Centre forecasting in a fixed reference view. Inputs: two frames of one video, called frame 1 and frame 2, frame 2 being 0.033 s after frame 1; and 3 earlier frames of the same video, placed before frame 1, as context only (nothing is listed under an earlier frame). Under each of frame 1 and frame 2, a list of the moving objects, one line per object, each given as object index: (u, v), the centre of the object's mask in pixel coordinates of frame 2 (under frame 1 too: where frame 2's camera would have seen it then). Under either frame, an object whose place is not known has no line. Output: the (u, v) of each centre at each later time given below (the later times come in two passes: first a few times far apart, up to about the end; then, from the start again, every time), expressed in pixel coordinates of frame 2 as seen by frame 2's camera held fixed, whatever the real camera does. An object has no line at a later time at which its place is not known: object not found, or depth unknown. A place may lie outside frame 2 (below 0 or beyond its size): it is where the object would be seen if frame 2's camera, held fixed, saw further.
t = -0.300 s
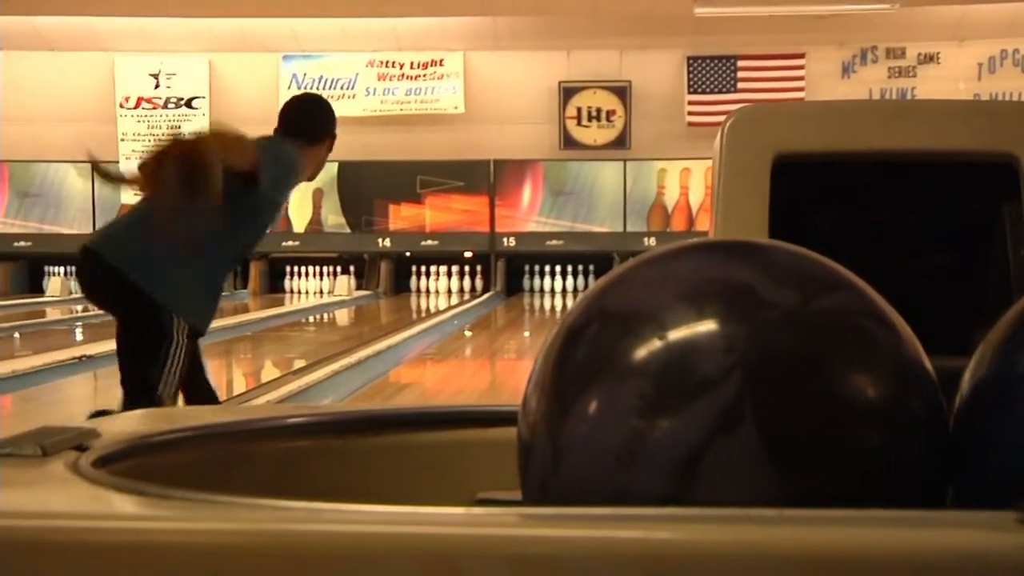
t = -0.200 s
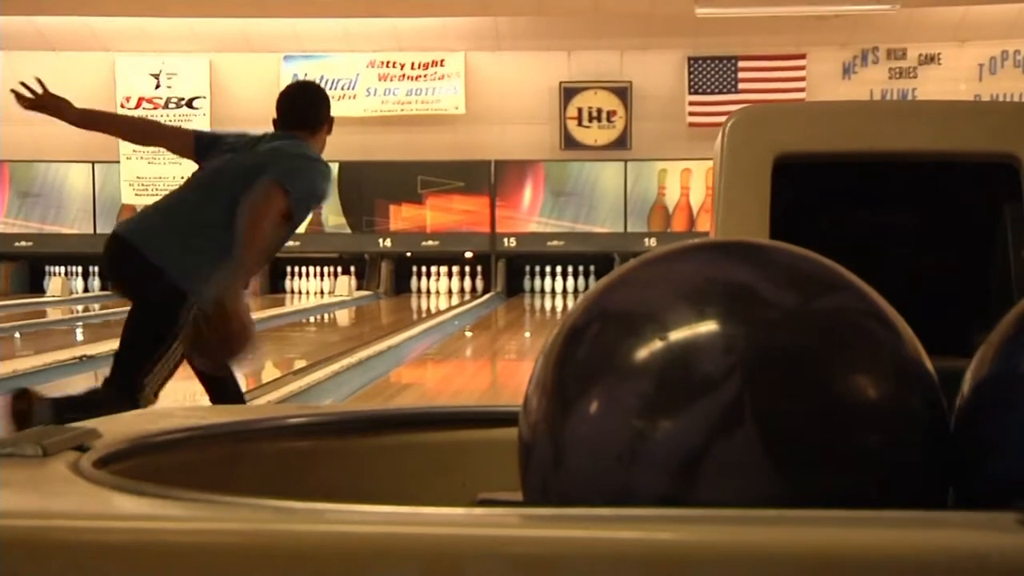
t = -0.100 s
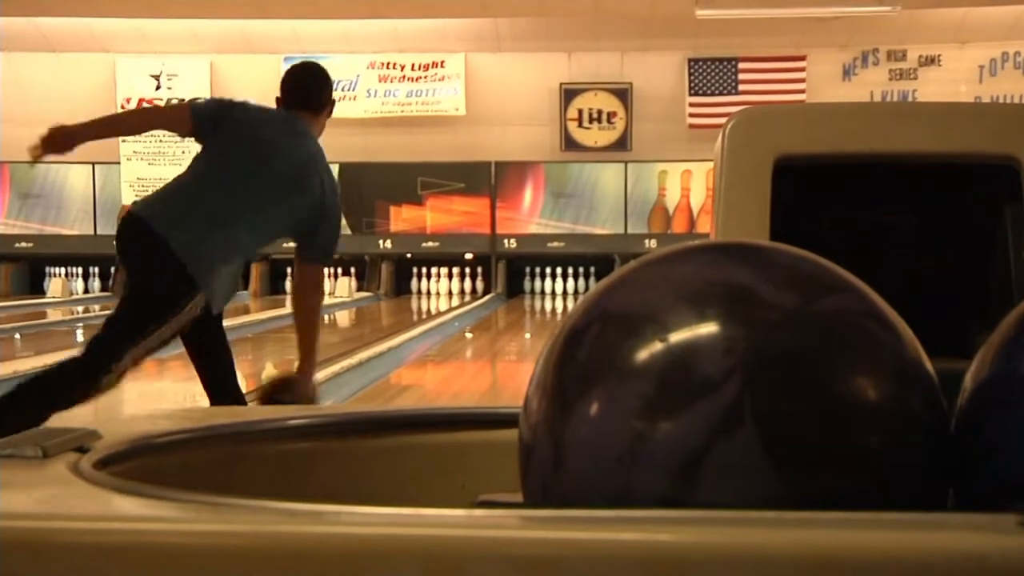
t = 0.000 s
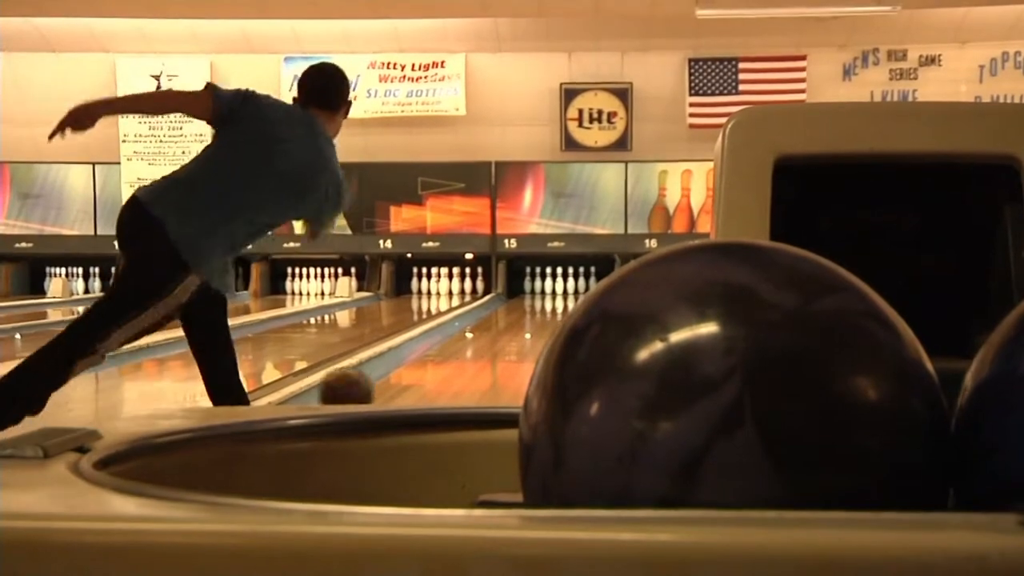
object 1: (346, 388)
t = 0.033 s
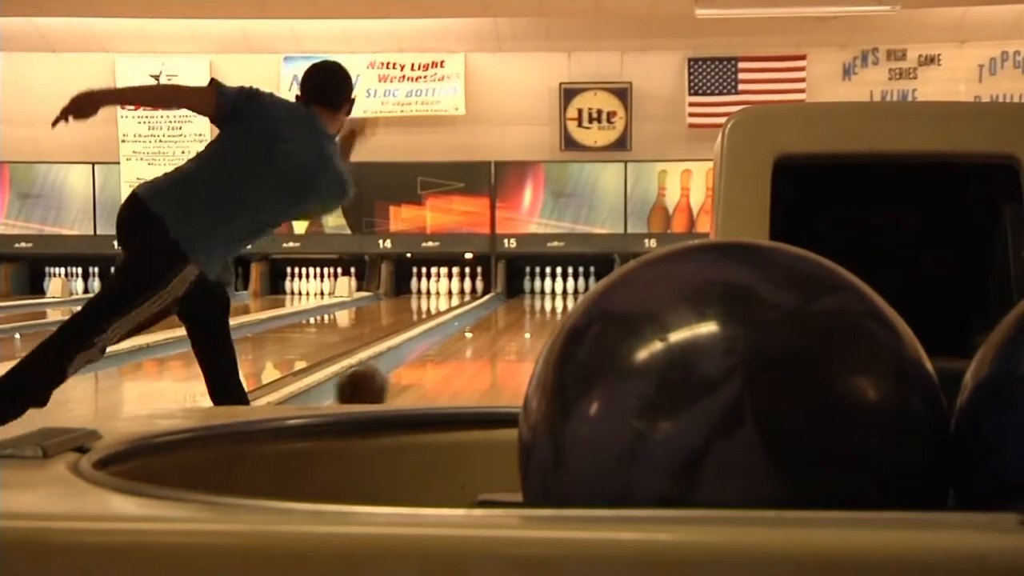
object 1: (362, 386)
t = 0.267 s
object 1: (442, 357)
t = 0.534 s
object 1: (498, 336)
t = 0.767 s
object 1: (530, 321)
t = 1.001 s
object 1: (552, 311)
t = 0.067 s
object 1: (377, 382)
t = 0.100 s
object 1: (389, 379)
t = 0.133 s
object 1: (402, 374)
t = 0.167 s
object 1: (413, 368)
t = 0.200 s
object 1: (422, 365)
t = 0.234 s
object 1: (432, 360)
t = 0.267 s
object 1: (442, 357)
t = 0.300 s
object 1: (451, 353)
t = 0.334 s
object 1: (459, 349)
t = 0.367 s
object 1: (466, 346)
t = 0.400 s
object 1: (473, 344)
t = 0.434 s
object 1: (479, 342)
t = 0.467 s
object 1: (485, 340)
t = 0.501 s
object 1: (492, 336)
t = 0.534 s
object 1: (498, 336)
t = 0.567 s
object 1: (502, 334)
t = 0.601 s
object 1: (508, 331)
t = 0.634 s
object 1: (513, 329)
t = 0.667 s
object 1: (517, 328)
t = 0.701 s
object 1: (522, 325)
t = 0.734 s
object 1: (526, 323)
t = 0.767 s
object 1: (530, 321)
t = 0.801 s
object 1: (533, 320)
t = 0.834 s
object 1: (537, 318)
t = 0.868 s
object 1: (540, 316)
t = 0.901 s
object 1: (543, 316)
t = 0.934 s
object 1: (546, 314)
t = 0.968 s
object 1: (549, 313)
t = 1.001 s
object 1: (552, 311)
